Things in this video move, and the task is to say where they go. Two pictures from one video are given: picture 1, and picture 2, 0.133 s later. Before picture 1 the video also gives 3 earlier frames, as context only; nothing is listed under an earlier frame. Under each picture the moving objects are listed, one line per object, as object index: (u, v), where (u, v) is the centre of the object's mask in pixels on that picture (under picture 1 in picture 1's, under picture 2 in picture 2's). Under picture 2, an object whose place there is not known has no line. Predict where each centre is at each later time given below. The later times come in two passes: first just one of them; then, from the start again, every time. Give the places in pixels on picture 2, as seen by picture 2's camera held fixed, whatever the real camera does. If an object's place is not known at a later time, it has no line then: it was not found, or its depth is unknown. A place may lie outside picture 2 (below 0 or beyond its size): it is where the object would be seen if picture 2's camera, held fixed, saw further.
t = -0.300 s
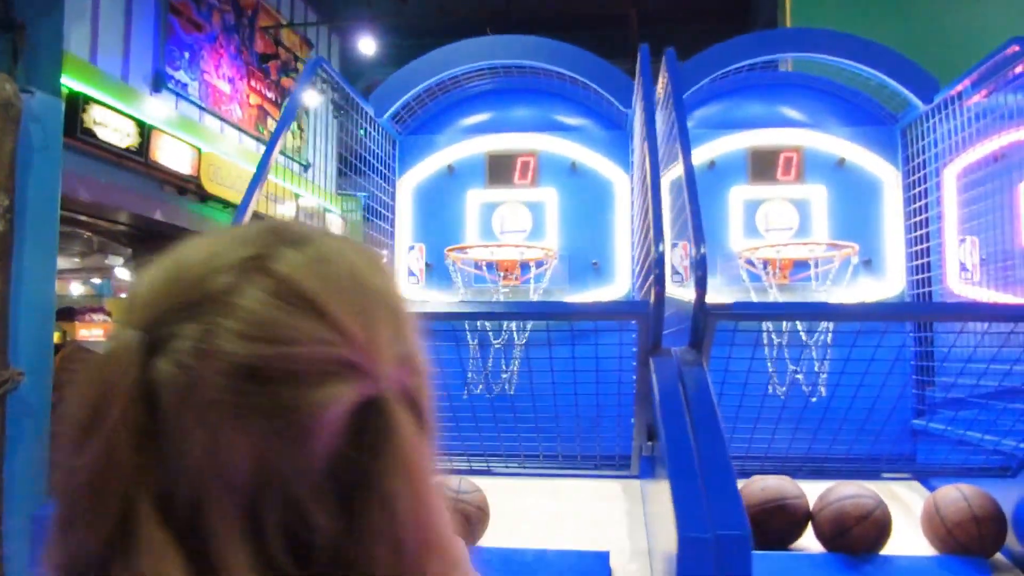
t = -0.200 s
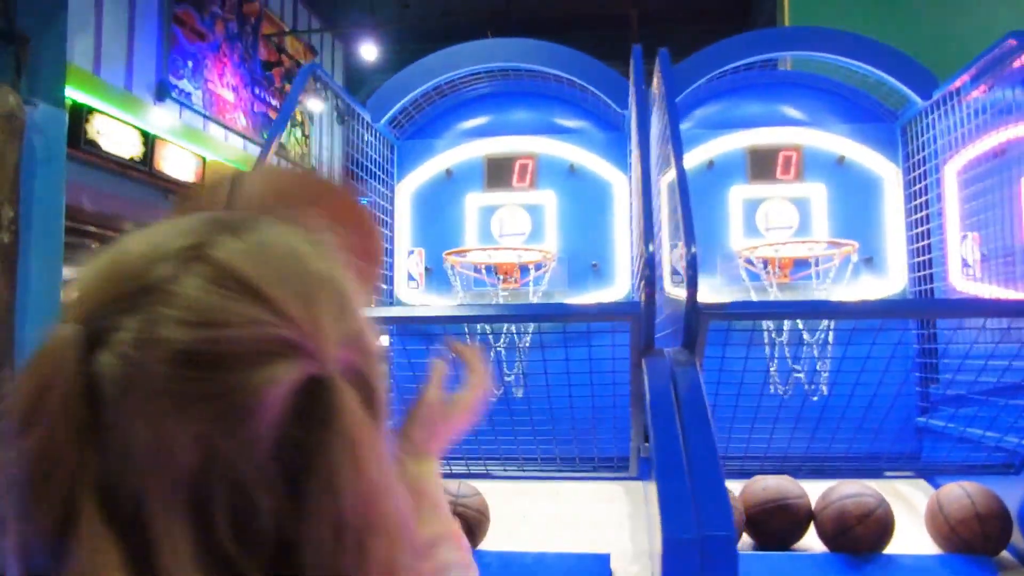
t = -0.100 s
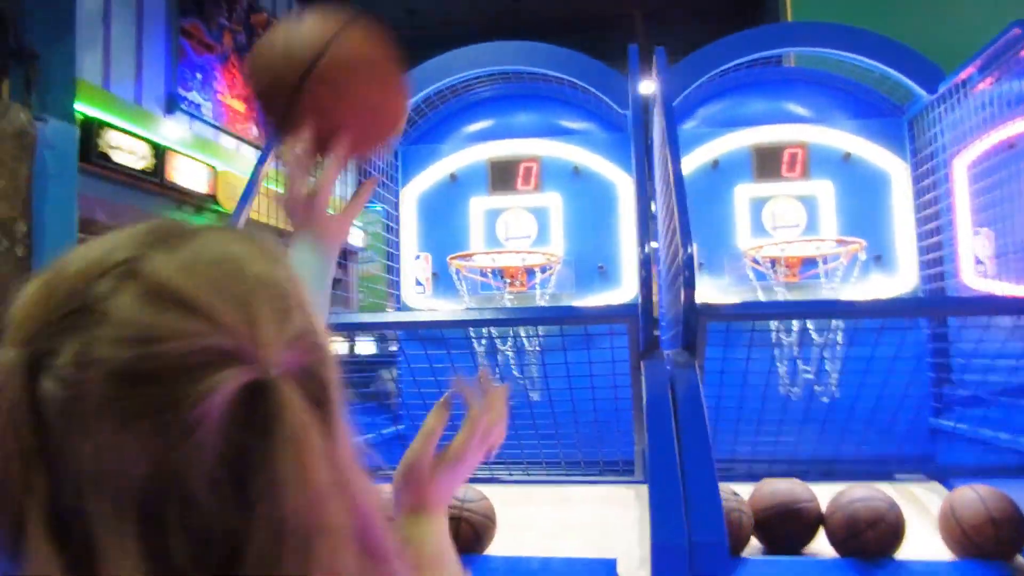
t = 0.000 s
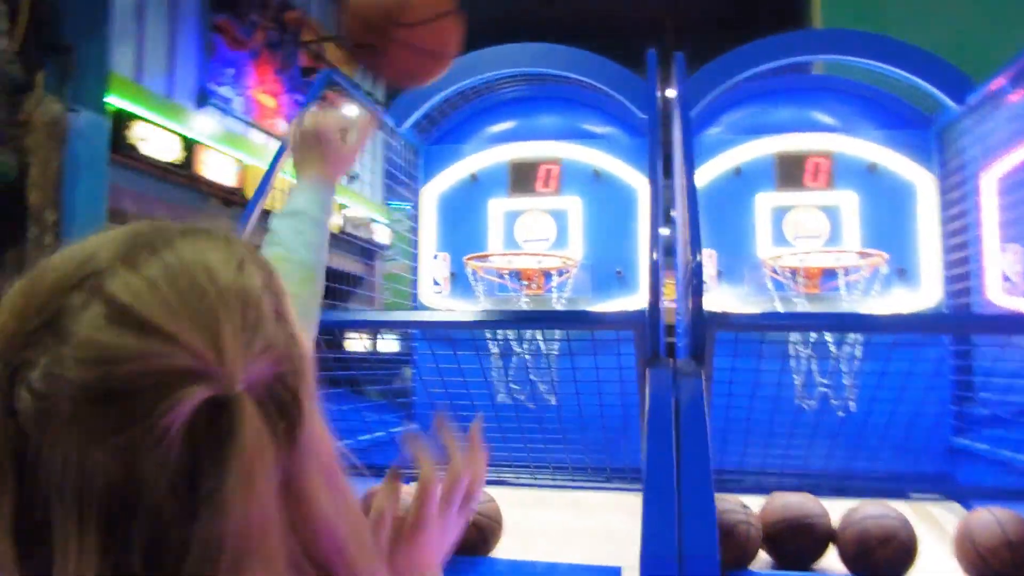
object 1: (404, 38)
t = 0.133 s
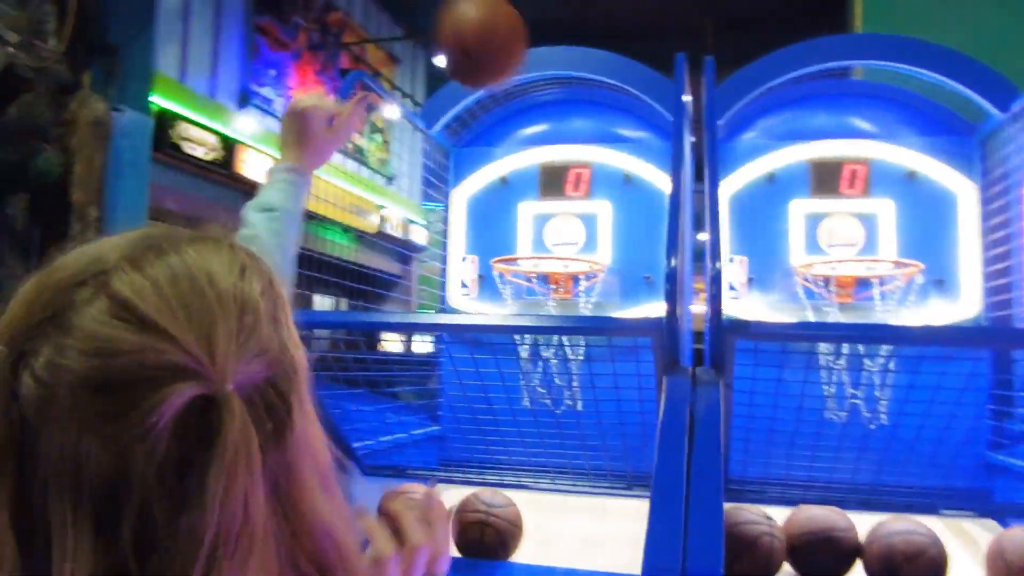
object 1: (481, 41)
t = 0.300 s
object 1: (522, 128)
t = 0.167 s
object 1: (491, 52)
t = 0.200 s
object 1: (499, 68)
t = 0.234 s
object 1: (509, 86)
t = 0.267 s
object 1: (516, 108)
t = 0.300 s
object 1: (522, 128)
